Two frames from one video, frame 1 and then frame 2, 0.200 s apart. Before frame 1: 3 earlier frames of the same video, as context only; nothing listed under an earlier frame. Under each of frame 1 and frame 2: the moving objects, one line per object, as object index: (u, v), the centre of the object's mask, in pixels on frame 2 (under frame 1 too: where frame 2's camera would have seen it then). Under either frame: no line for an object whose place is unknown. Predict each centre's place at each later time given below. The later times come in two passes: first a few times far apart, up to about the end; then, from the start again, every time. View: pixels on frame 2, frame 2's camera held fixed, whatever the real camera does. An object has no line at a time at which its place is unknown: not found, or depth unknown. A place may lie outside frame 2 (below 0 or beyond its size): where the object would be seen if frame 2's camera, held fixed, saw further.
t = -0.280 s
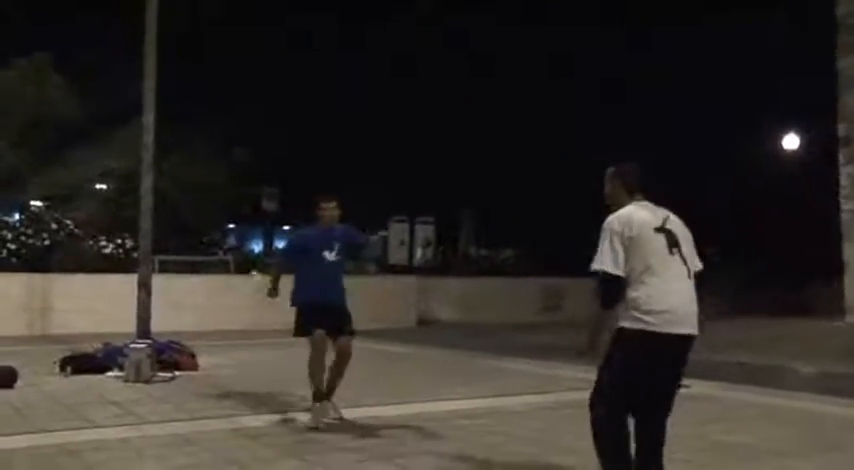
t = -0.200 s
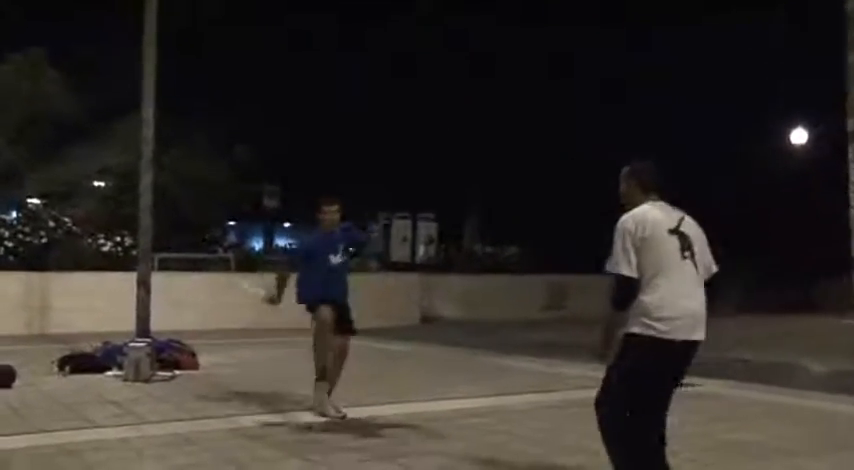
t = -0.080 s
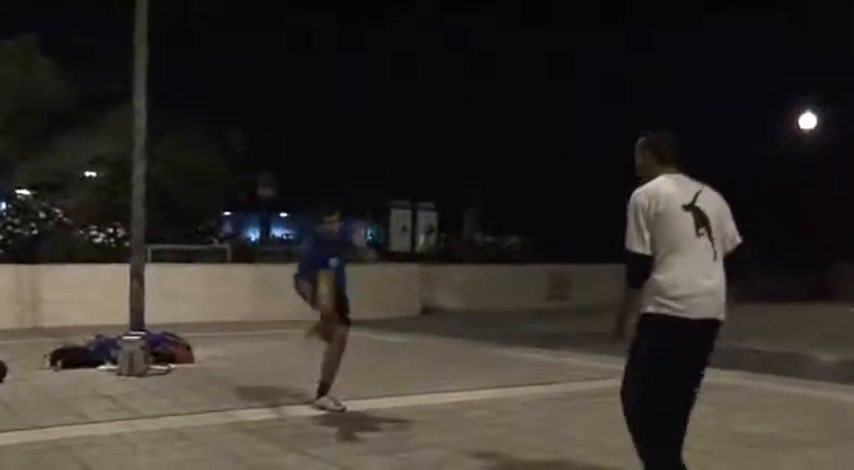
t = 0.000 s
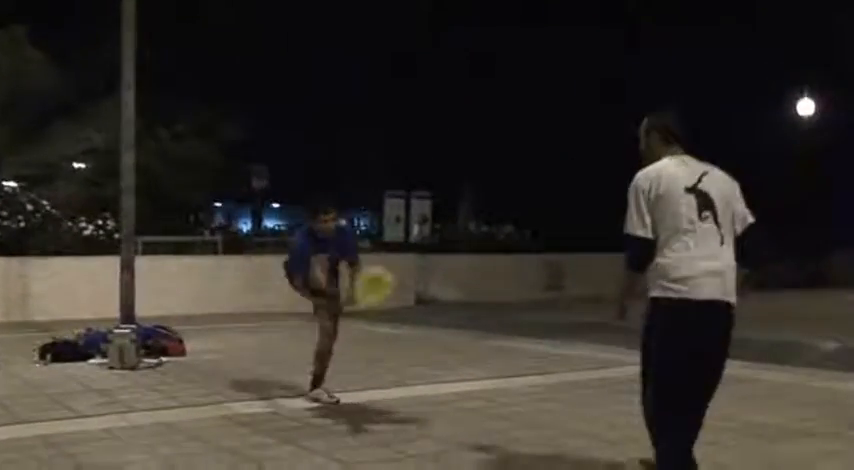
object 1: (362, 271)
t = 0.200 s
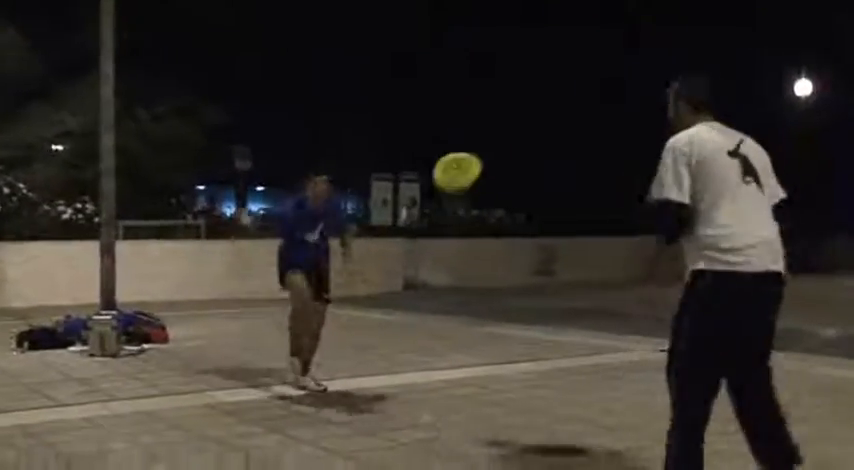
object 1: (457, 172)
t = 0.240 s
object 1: (476, 152)
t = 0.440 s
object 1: (582, 69)
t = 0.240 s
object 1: (476, 152)
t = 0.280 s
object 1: (496, 133)
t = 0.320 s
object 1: (519, 115)
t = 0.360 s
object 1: (539, 98)
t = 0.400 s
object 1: (561, 83)
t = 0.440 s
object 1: (582, 69)
